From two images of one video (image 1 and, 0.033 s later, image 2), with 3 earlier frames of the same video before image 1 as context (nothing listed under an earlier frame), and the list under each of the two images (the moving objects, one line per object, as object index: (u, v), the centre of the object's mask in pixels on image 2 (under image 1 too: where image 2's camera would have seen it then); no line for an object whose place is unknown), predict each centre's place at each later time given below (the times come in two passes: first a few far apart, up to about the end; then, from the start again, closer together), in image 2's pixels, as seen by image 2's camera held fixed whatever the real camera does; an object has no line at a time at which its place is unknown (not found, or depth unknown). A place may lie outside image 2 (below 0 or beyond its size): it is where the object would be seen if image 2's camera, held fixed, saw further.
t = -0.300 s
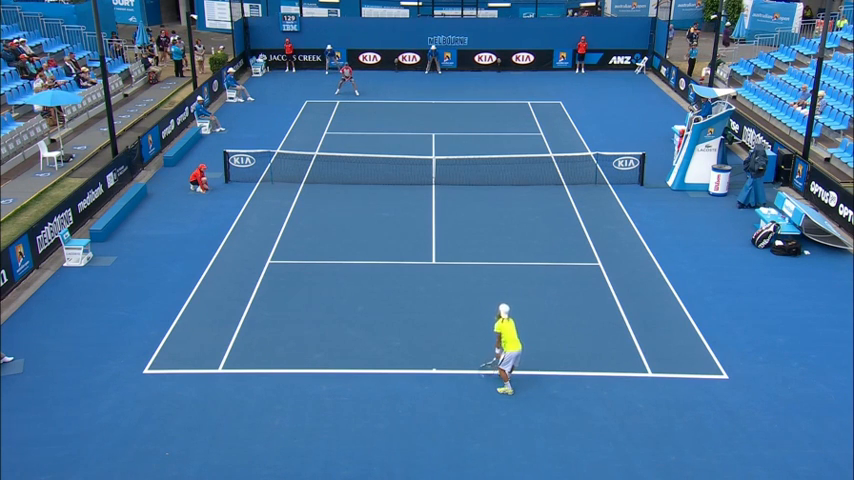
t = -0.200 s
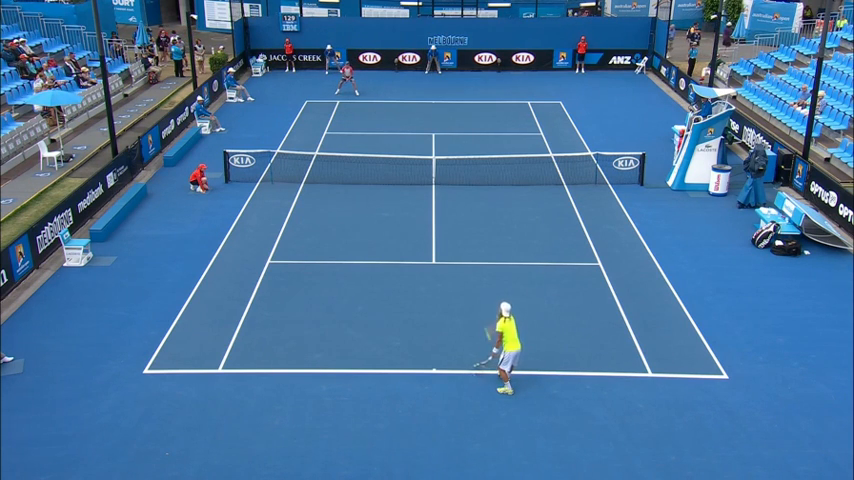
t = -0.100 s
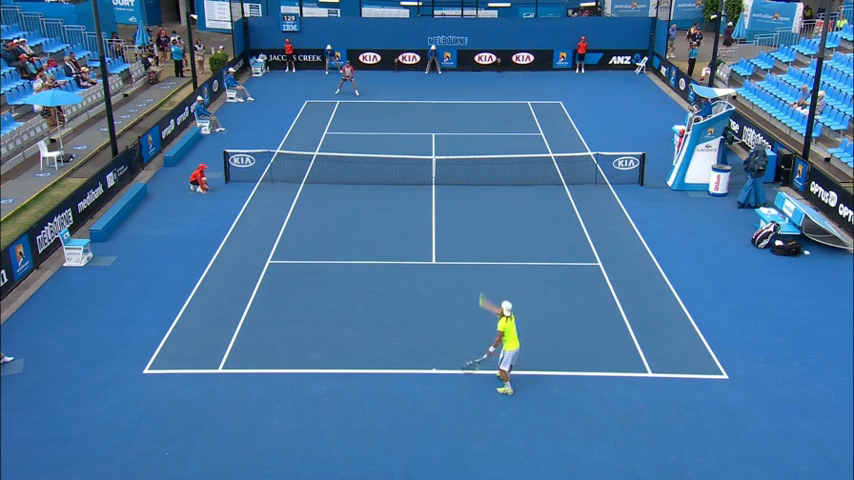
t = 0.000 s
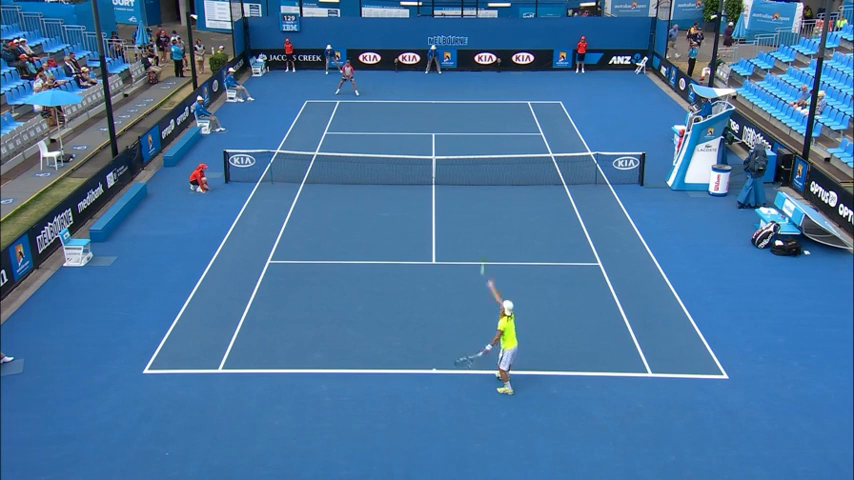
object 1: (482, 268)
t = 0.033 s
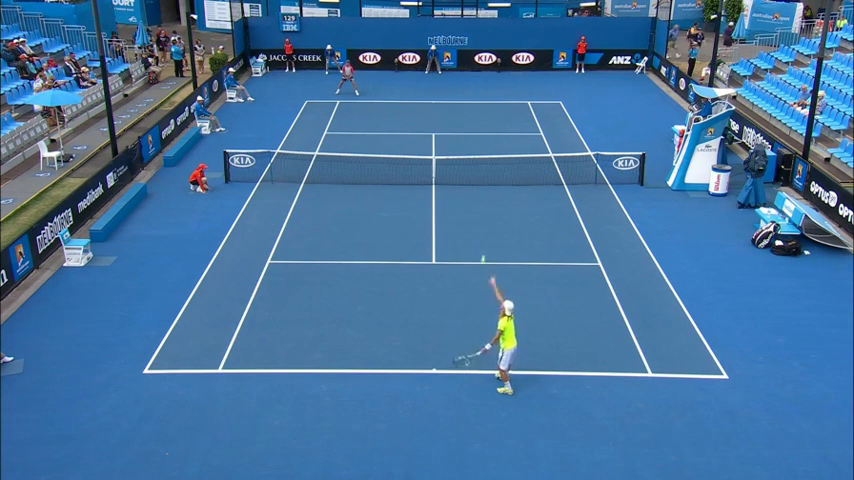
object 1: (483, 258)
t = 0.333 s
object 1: (487, 197)
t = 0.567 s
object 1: (489, 182)
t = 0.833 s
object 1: (491, 198)
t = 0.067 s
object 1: (484, 250)
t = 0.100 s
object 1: (484, 240)
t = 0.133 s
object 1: (484, 233)
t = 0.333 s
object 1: (487, 197)
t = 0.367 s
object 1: (488, 193)
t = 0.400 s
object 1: (488, 190)
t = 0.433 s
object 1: (488, 187)
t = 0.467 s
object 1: (488, 185)
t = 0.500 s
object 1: (489, 184)
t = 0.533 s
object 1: (489, 183)
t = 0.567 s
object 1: (489, 182)
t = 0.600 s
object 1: (489, 182)
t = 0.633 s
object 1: (490, 183)
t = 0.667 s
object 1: (490, 184)
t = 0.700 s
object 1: (490, 186)
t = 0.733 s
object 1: (490, 188)
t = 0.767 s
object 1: (491, 191)
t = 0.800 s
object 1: (491, 194)
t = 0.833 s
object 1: (491, 198)
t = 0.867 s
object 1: (491, 203)
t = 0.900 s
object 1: (491, 208)
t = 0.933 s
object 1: (491, 214)
